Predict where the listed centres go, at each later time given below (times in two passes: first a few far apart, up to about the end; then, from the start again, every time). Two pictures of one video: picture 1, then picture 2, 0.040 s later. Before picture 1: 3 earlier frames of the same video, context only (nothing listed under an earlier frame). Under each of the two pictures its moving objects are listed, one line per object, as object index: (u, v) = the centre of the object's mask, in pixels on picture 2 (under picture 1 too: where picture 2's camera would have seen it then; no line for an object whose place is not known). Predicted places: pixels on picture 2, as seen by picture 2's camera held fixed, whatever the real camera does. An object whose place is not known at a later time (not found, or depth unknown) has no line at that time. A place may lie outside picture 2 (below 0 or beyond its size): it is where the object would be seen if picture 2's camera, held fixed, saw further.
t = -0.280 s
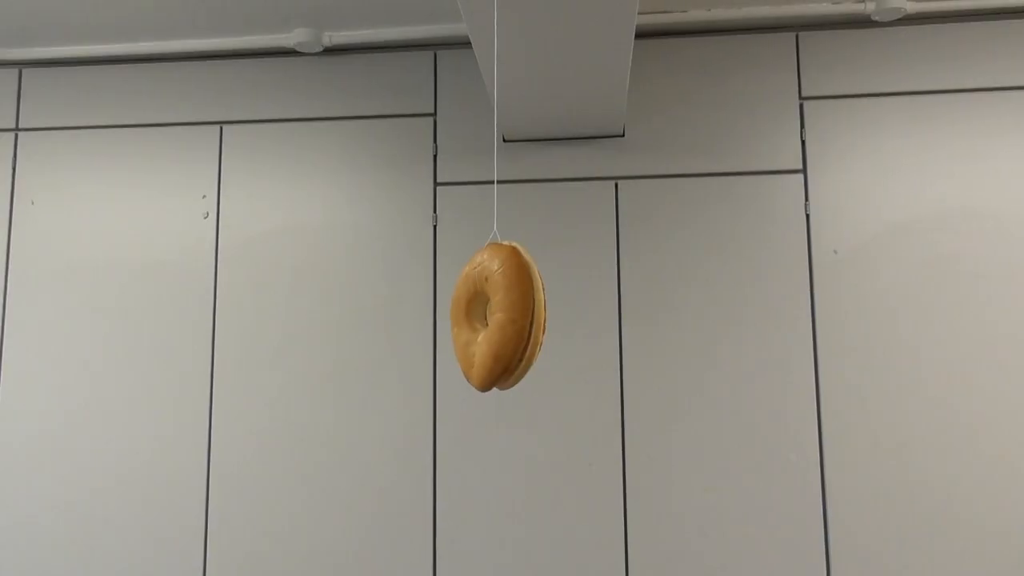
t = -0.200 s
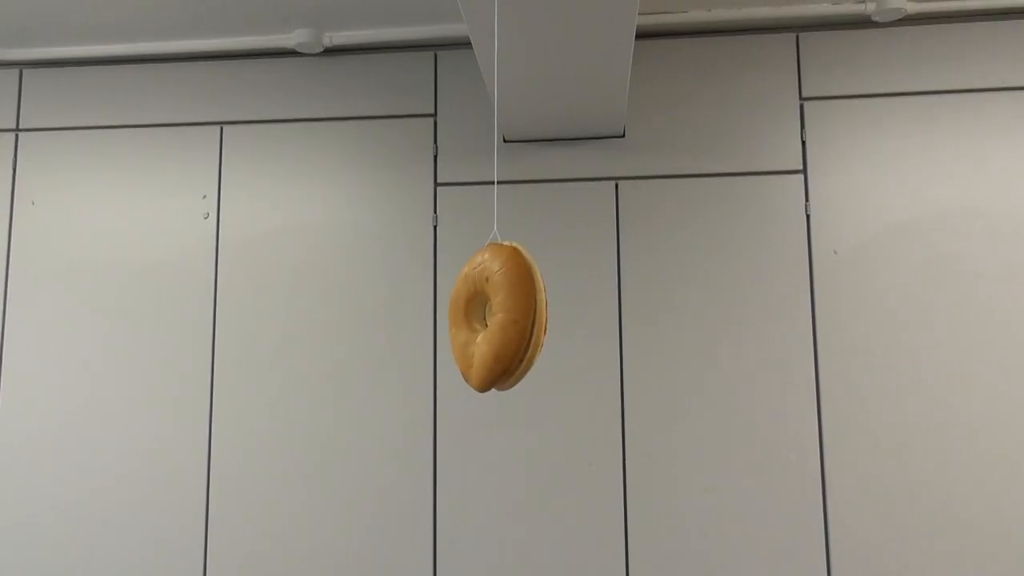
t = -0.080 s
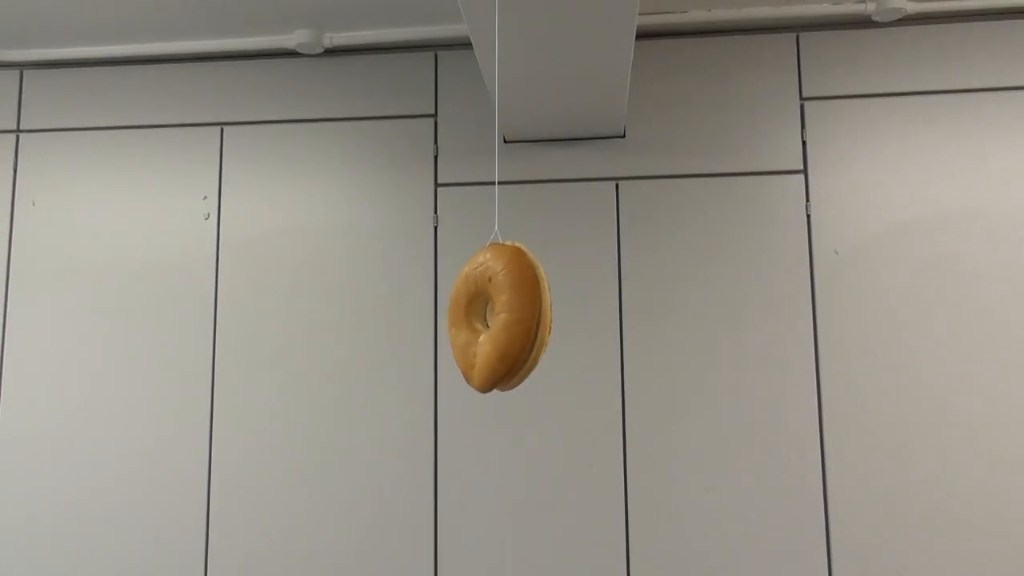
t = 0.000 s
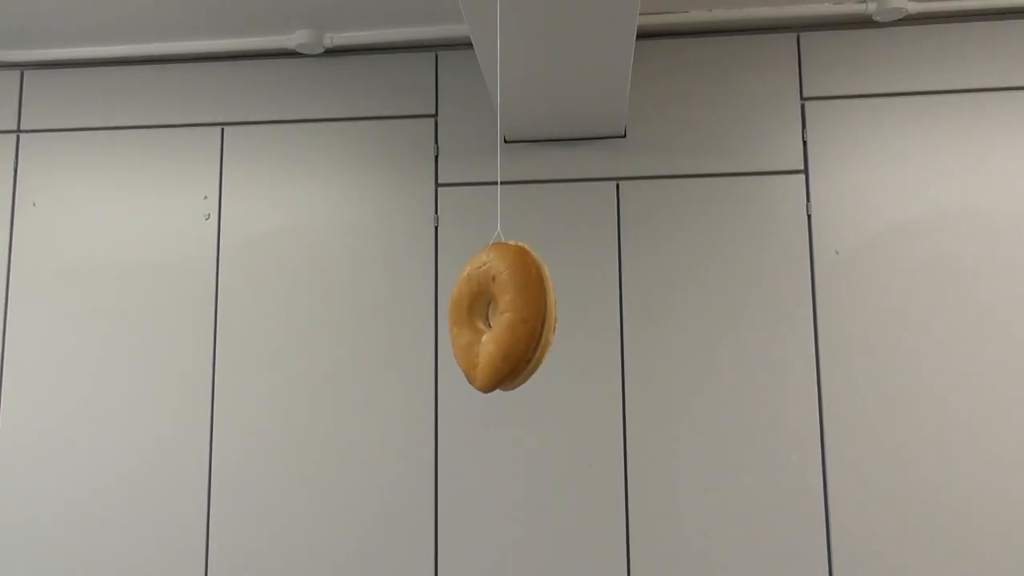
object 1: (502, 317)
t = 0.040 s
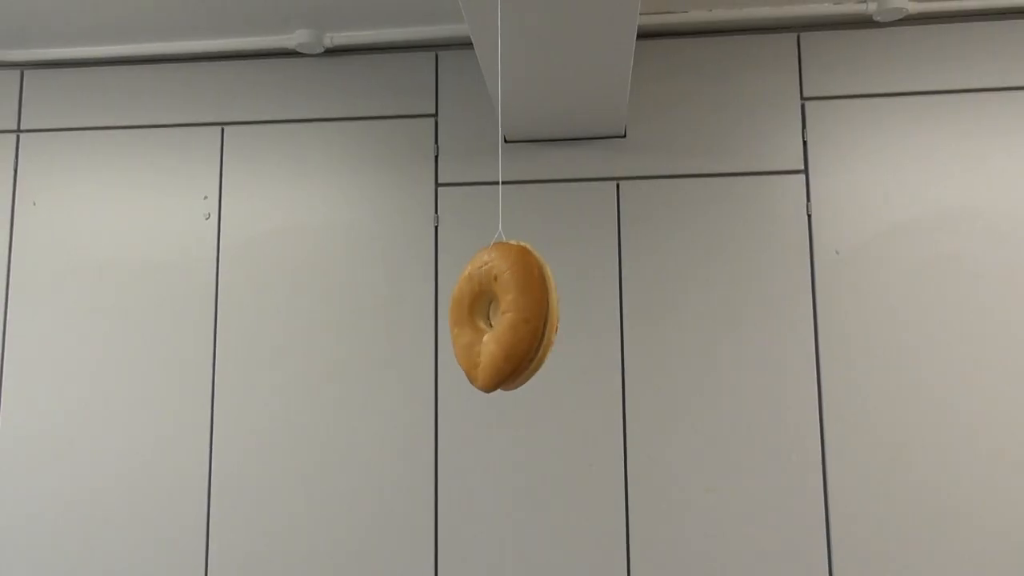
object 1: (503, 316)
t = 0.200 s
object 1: (510, 315)
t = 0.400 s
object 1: (515, 316)
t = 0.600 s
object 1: (515, 316)
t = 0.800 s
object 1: (508, 316)
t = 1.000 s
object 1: (500, 316)
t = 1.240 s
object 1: (495, 315)
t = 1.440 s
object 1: (499, 315)
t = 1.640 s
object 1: (506, 316)
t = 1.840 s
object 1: (511, 317)
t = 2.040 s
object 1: (509, 318)
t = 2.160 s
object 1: (506, 316)
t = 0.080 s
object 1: (505, 316)
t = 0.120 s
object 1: (506, 316)
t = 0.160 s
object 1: (508, 316)
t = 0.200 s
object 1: (510, 315)
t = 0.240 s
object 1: (511, 316)
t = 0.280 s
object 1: (512, 316)
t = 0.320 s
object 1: (513, 316)
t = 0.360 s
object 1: (514, 316)
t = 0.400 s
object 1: (515, 316)
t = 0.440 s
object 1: (516, 316)
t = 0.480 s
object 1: (516, 316)
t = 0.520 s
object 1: (516, 316)
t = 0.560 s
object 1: (516, 315)
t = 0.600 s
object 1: (515, 316)
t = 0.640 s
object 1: (514, 316)
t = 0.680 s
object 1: (513, 316)
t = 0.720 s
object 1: (512, 316)
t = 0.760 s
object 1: (510, 316)
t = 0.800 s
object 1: (508, 316)
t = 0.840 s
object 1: (507, 316)
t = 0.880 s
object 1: (505, 316)
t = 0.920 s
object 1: (503, 316)
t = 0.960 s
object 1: (501, 316)
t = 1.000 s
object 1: (500, 316)
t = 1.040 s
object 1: (498, 315)
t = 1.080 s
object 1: (497, 316)
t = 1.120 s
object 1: (496, 315)
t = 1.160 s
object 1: (495, 315)
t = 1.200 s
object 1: (495, 315)
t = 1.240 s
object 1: (495, 315)
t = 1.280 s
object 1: (495, 315)
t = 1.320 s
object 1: (496, 315)
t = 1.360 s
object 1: (496, 315)
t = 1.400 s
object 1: (497, 315)
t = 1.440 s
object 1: (499, 315)
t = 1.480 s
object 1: (500, 315)
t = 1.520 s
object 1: (501, 315)
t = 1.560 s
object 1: (503, 315)
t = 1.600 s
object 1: (505, 316)
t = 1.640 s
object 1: (506, 316)
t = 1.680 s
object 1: (508, 317)
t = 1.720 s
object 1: (509, 316)
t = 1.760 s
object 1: (510, 317)
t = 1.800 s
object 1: (511, 316)
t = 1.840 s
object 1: (511, 317)
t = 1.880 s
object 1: (512, 318)
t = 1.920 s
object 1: (512, 318)
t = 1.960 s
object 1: (511, 318)
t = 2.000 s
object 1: (511, 319)
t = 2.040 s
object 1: (509, 318)
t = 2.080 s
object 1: (508, 317)
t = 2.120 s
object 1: (507, 316)
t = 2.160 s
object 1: (506, 316)
